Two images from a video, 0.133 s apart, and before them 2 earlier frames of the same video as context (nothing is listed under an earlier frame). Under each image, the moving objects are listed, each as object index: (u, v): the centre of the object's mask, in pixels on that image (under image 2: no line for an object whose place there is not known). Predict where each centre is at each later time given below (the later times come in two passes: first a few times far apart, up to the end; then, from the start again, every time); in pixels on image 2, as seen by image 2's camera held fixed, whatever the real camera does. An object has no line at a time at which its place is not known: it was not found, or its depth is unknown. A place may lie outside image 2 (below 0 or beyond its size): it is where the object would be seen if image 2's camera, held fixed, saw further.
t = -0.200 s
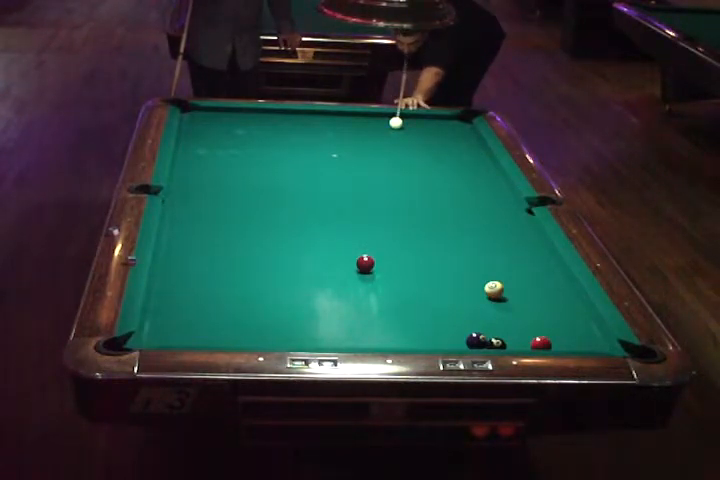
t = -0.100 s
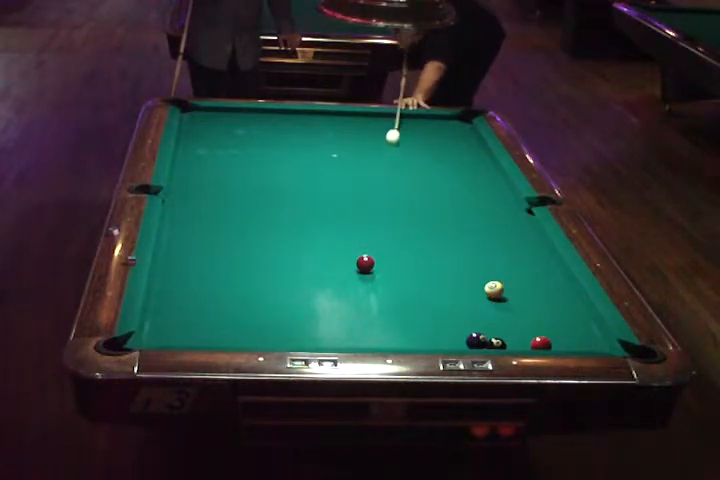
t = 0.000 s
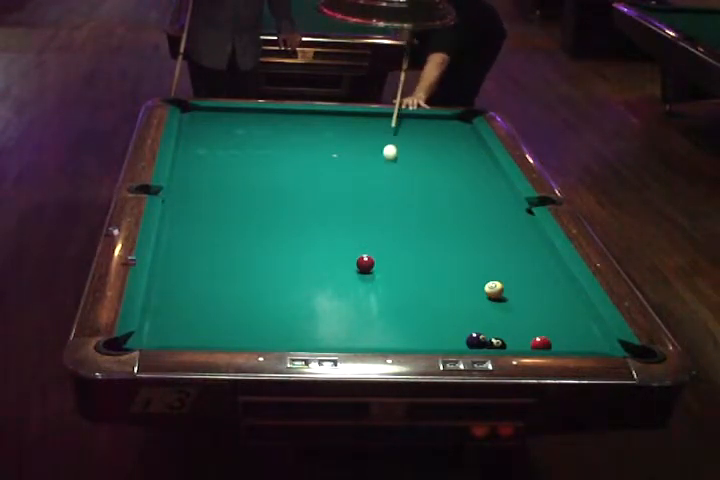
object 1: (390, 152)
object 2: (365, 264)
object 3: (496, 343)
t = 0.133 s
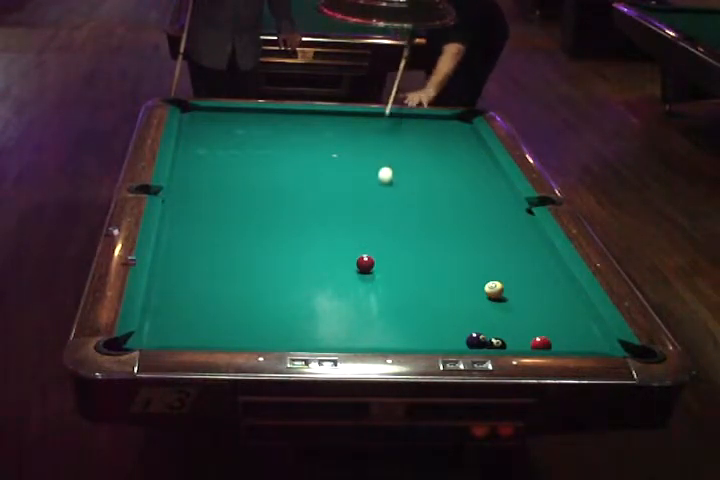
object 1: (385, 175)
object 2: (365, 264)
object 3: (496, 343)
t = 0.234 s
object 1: (382, 194)
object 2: (365, 264)
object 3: (496, 343)
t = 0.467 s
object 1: (371, 245)
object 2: (365, 264)
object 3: (496, 343)
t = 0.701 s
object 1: (388, 266)
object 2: (335, 308)
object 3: (496, 343)
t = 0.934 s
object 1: (407, 284)
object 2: (303, 337)
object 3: (496, 343)
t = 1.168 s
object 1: (426, 303)
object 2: (278, 307)
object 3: (496, 343)
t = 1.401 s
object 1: (446, 323)
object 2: (257, 279)
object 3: (496, 343)
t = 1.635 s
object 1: (454, 337)
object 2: (238, 254)
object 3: (502, 343)
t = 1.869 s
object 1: (445, 343)
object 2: (222, 233)
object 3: (514, 341)
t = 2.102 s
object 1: (437, 340)
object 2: (207, 214)
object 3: (523, 338)
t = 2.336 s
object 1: (430, 337)
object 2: (193, 197)
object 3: (532, 334)
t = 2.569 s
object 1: (423, 333)
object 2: (181, 181)
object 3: (542, 330)
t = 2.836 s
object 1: (417, 329)
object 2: (181, 166)
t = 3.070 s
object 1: (412, 327)
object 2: (189, 156)
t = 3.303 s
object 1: (408, 325)
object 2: (198, 147)
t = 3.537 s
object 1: (405, 323)
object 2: (205, 139)
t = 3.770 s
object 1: (404, 323)
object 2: (212, 131)
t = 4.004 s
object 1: (403, 323)
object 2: (218, 124)
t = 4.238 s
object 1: (403, 322)
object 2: (223, 117)
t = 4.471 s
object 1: (403, 323)
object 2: (229, 111)
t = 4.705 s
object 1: (403, 323)
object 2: (232, 112)
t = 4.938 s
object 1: (403, 323)
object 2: (235, 116)
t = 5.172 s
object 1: (403, 323)
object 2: (238, 120)
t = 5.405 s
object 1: (403, 323)
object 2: (241, 123)
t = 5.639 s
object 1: (403, 323)
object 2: (244, 127)
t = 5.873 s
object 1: (403, 323)
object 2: (246, 131)
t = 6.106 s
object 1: (403, 323)
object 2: (249, 134)
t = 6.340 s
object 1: (403, 323)
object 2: (251, 136)
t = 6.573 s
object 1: (403, 323)
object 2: (253, 139)
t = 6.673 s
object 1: (403, 323)
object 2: (253, 140)
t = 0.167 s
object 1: (384, 181)
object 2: (365, 264)
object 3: (496, 343)
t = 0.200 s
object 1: (383, 188)
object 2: (365, 264)
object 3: (496, 343)
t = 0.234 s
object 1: (382, 194)
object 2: (365, 264)
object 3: (496, 343)
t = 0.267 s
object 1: (380, 201)
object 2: (365, 264)
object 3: (496, 343)
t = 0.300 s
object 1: (379, 208)
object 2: (365, 264)
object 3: (496, 343)
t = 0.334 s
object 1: (377, 215)
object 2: (365, 264)
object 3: (496, 343)
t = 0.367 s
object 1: (376, 223)
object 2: (365, 264)
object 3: (496, 343)
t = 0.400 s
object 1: (374, 230)
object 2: (365, 264)
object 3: (496, 343)
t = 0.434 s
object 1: (373, 238)
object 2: (365, 264)
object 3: (496, 343)
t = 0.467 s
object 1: (371, 245)
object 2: (365, 264)
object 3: (496, 343)
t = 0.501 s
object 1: (371, 253)
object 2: (364, 265)
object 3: (496, 343)
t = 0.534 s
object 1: (373, 257)
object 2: (360, 271)
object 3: (496, 343)
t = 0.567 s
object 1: (376, 259)
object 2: (355, 278)
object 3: (496, 343)
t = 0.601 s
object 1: (379, 260)
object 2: (350, 286)
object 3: (496, 343)
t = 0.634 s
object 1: (382, 261)
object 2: (345, 294)
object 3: (496, 343)
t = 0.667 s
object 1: (385, 263)
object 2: (340, 301)
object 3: (496, 343)
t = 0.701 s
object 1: (388, 266)
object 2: (335, 308)
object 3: (496, 343)
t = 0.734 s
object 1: (391, 268)
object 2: (330, 316)
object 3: (496, 343)
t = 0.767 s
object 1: (393, 271)
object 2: (325, 323)
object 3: (496, 343)
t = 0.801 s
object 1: (396, 274)
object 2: (321, 330)
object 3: (496, 343)
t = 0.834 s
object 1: (399, 276)
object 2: (316, 335)
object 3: (496, 343)
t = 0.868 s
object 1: (401, 279)
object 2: (312, 340)
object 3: (496, 343)
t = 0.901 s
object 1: (404, 282)
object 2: (307, 340)
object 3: (496, 343)
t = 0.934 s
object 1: (407, 284)
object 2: (303, 337)
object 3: (496, 343)
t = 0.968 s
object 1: (409, 287)
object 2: (299, 334)
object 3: (496, 343)
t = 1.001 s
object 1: (412, 290)
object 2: (295, 330)
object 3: (496, 343)
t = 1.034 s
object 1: (415, 293)
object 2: (292, 325)
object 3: (496, 343)
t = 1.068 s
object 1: (418, 295)
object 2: (288, 320)
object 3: (496, 343)
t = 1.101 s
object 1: (420, 298)
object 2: (285, 316)
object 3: (496, 343)
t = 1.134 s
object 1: (423, 301)
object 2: (282, 311)
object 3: (496, 343)
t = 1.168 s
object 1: (426, 303)
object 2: (278, 307)
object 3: (496, 343)
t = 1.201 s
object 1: (429, 306)
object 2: (275, 303)
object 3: (496, 343)
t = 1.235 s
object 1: (431, 309)
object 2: (272, 298)
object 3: (496, 343)
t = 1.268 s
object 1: (434, 312)
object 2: (269, 294)
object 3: (496, 343)
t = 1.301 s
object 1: (437, 314)
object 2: (266, 290)
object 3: (496, 343)
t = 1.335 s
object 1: (440, 317)
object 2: (263, 286)
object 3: (496, 343)
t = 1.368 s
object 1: (443, 320)
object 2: (260, 283)
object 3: (496, 343)
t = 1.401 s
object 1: (446, 323)
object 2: (257, 279)
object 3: (496, 343)
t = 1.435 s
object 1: (448, 326)
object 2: (254, 275)
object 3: (496, 343)
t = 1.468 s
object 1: (451, 328)
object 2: (252, 272)
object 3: (496, 343)
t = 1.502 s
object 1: (454, 331)
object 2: (248, 268)
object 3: (496, 343)
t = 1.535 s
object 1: (457, 333)
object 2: (246, 264)
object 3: (496, 343)
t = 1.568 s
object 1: (457, 335)
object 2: (243, 261)
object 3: (498, 344)
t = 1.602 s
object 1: (455, 336)
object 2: (241, 258)
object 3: (501, 343)
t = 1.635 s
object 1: (454, 337)
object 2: (238, 254)
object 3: (502, 343)
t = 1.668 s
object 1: (453, 338)
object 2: (236, 252)
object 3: (504, 342)
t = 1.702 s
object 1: (451, 339)
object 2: (233, 248)
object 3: (506, 343)
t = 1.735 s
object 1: (451, 340)
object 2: (231, 245)
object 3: (507, 342)
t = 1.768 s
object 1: (449, 341)
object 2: (229, 242)
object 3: (509, 342)
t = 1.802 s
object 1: (448, 342)
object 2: (227, 239)
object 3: (510, 342)
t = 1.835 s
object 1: (447, 343)
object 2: (224, 236)
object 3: (512, 341)
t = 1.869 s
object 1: (445, 343)
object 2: (222, 233)
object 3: (514, 341)
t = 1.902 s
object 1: (444, 343)
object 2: (219, 230)
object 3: (515, 341)
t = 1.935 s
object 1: (443, 343)
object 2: (217, 227)
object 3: (517, 341)
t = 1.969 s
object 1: (442, 342)
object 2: (215, 224)
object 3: (518, 340)
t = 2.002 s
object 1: (440, 341)
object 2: (213, 222)
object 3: (519, 340)
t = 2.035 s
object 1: (439, 341)
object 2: (211, 219)
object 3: (521, 339)
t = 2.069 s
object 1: (438, 340)
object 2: (209, 216)
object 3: (522, 339)
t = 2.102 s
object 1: (437, 340)
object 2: (207, 214)
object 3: (523, 338)
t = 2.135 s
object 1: (436, 340)
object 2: (205, 211)
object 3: (524, 338)
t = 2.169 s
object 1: (435, 339)
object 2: (203, 209)
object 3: (525, 338)
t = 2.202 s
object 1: (434, 339)
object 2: (201, 206)
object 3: (527, 337)
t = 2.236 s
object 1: (433, 338)
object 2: (199, 203)
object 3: (528, 336)
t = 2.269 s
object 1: (431, 338)
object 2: (197, 201)
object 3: (529, 335)
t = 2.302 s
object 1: (431, 337)
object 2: (195, 199)
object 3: (530, 335)
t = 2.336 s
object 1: (430, 337)
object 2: (193, 197)
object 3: (532, 334)
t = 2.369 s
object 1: (429, 336)
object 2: (191, 194)
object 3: (533, 333)
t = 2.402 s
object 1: (428, 335)
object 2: (190, 192)
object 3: (535, 332)
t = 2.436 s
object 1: (427, 335)
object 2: (188, 190)
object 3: (536, 332)
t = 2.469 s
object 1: (426, 334)
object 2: (186, 188)
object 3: (538, 331)
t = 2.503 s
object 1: (425, 334)
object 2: (184, 185)
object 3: (539, 331)
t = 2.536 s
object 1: (424, 333)
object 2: (182, 183)
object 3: (540, 331)
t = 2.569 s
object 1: (423, 333)
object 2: (181, 181)
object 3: (542, 330)
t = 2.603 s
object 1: (422, 332)
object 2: (179, 179)
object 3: (543, 330)
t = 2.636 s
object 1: (421, 332)
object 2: (178, 177)
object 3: (544, 330)
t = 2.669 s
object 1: (421, 331)
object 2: (176, 175)
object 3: (545, 330)
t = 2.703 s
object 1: (420, 331)
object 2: (176, 173)
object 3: (546, 330)
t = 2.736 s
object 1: (419, 330)
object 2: (177, 171)
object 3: (547, 330)
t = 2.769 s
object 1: (418, 330)
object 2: (178, 170)
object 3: (548, 330)
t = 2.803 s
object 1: (417, 330)
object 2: (179, 167)
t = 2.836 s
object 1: (417, 329)
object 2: (181, 166)
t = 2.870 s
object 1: (416, 329)
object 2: (182, 165)
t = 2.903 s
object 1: (415, 328)
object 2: (183, 163)
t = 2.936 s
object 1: (414, 328)
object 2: (185, 162)
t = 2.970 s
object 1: (414, 327)
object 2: (186, 161)
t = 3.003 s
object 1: (413, 327)
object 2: (187, 159)
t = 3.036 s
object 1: (413, 327)
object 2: (188, 158)
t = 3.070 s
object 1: (412, 327)
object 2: (189, 156)
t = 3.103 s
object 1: (411, 326)
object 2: (191, 155)
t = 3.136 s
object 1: (411, 326)
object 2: (192, 153)
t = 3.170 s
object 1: (410, 326)
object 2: (193, 152)
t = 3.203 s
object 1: (410, 325)
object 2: (195, 151)
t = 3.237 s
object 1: (409, 325)
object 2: (195, 151)
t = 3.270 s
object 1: (408, 325)
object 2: (196, 149)
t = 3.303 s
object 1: (408, 325)
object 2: (198, 147)
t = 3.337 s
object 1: (408, 325)
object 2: (198, 146)
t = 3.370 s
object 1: (407, 324)
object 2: (200, 145)
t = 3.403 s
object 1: (407, 324)
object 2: (201, 143)
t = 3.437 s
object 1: (406, 324)
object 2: (202, 142)
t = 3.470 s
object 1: (406, 324)
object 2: (203, 141)
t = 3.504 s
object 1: (406, 324)
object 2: (204, 140)
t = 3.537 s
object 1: (405, 323)
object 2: (205, 139)
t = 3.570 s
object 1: (405, 323)
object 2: (206, 137)
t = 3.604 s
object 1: (405, 323)
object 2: (207, 137)
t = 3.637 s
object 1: (404, 323)
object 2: (208, 136)
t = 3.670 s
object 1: (404, 323)
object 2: (209, 134)
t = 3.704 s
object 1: (404, 323)
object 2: (210, 133)
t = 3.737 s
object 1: (404, 323)
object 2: (211, 132)
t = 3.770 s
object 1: (404, 323)
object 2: (212, 131)
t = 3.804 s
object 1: (404, 323)
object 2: (213, 130)
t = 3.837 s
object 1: (403, 323)
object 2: (213, 129)
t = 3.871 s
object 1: (403, 322)
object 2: (214, 128)
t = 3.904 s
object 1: (403, 322)
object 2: (215, 127)
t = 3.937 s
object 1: (403, 323)
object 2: (216, 126)
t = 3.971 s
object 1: (403, 323)
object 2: (217, 125)
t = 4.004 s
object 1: (403, 323)
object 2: (218, 124)
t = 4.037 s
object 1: (403, 322)
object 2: (219, 123)
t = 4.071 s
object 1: (403, 322)
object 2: (220, 122)
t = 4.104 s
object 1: (403, 322)
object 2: (221, 121)
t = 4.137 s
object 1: (403, 322)
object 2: (221, 120)
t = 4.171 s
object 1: (403, 322)
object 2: (222, 119)
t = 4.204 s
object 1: (403, 322)
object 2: (222, 118)
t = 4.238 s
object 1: (403, 322)
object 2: (223, 117)
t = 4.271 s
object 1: (403, 323)
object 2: (224, 116)
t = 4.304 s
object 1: (403, 323)
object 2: (225, 115)
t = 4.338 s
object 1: (403, 323)
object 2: (225, 115)
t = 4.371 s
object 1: (403, 323)
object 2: (226, 114)
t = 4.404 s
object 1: (403, 323)
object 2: (227, 113)
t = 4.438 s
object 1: (403, 323)
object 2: (228, 112)
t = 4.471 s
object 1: (403, 323)
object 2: (229, 111)
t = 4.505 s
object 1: (403, 323)
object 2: (229, 111)
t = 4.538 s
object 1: (403, 323)
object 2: (229, 111)
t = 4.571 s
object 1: (403, 323)
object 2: (230, 111)
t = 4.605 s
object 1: (403, 323)
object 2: (231, 111)
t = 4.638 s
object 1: (403, 323)
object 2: (232, 112)
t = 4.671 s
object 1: (403, 323)
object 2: (232, 112)
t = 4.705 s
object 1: (403, 323)
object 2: (232, 112)
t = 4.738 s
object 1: (403, 323)
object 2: (233, 113)
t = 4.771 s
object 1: (403, 323)
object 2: (233, 114)
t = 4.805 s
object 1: (403, 323)
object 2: (234, 114)
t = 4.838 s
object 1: (403, 323)
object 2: (234, 114)
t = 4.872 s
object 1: (403, 323)
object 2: (235, 116)
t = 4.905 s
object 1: (403, 323)
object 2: (235, 116)
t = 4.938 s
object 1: (403, 323)
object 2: (235, 116)
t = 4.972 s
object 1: (403, 323)
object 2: (235, 116)
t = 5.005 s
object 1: (403, 323)
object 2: (235, 117)
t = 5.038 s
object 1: (403, 323)
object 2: (236, 118)
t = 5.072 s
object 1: (403, 323)
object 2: (236, 118)
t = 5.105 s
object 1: (403, 323)
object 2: (237, 119)
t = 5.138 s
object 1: (403, 323)
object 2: (237, 119)
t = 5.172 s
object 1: (403, 323)
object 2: (238, 120)
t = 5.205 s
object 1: (403, 323)
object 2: (238, 120)
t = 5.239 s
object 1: (403, 323)
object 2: (239, 121)
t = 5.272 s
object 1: (403, 323)
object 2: (240, 122)
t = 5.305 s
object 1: (403, 323)
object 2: (240, 122)
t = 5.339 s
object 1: (403, 323)
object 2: (240, 123)
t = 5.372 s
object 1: (403, 323)
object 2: (240, 123)
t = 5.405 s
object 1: (403, 323)
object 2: (241, 123)
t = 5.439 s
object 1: (403, 323)
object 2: (241, 124)
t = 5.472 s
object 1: (403, 323)
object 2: (241, 124)
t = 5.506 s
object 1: (403, 323)
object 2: (242, 125)
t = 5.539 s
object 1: (403, 323)
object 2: (243, 125)
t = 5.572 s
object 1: (403, 323)
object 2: (243, 126)
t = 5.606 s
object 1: (403, 323)
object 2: (244, 127)
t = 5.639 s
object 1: (403, 323)
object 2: (244, 127)
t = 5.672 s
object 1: (403, 323)
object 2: (244, 128)
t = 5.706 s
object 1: (403, 323)
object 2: (245, 128)
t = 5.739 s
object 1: (403, 323)
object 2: (245, 129)
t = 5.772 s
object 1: (403, 323)
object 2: (245, 129)
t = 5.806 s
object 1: (403, 323)
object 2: (246, 129)
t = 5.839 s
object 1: (403, 323)
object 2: (246, 130)
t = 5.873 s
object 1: (403, 323)
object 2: (246, 131)
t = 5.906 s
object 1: (403, 323)
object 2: (246, 131)
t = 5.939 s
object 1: (403, 323)
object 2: (247, 131)
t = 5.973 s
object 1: (403, 323)
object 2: (248, 133)
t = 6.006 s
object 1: (403, 323)
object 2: (248, 133)
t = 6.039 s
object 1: (403, 323)
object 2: (248, 133)
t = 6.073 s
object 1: (403, 323)
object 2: (249, 133)
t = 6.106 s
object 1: (403, 323)
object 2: (249, 134)
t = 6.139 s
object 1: (403, 323)
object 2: (249, 134)
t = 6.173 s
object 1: (403, 323)
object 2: (249, 134)
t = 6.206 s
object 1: (403, 323)
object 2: (249, 135)
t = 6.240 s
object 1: (403, 323)
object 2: (250, 135)
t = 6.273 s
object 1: (403, 323)
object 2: (250, 135)
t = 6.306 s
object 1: (403, 323)
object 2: (251, 135)
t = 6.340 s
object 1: (403, 323)
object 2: (251, 136)
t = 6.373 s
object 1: (403, 323)
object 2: (251, 136)
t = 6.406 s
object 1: (403, 323)
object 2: (251, 137)
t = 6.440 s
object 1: (403, 323)
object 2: (252, 137)
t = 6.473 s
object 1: (403, 323)
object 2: (252, 138)
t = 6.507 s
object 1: (403, 323)
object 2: (252, 138)
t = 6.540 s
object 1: (403, 323)
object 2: (252, 138)
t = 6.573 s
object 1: (403, 323)
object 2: (253, 139)
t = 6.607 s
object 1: (403, 323)
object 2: (253, 139)
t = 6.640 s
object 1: (403, 323)
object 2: (253, 139)
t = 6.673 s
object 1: (403, 323)
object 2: (253, 140)
